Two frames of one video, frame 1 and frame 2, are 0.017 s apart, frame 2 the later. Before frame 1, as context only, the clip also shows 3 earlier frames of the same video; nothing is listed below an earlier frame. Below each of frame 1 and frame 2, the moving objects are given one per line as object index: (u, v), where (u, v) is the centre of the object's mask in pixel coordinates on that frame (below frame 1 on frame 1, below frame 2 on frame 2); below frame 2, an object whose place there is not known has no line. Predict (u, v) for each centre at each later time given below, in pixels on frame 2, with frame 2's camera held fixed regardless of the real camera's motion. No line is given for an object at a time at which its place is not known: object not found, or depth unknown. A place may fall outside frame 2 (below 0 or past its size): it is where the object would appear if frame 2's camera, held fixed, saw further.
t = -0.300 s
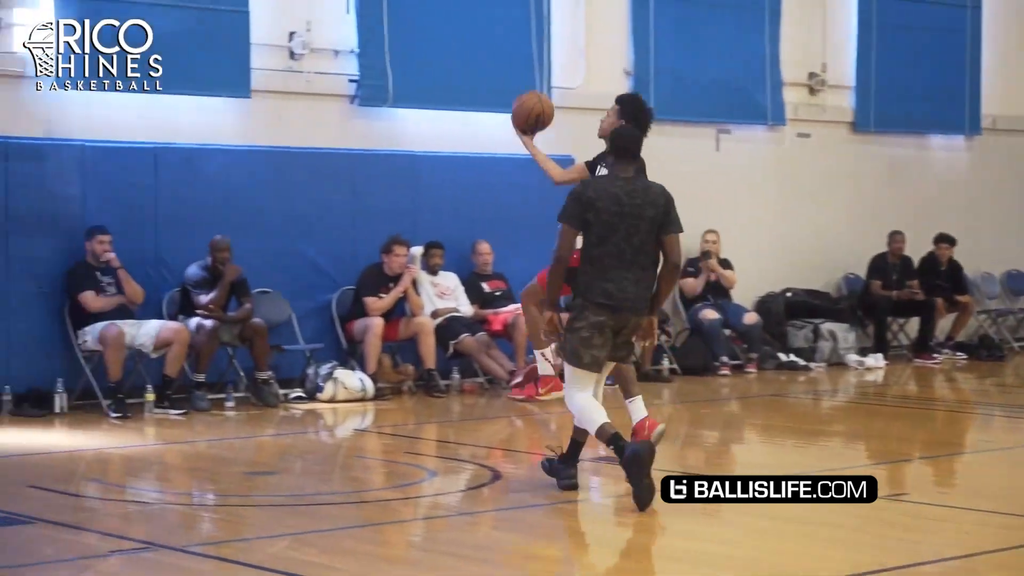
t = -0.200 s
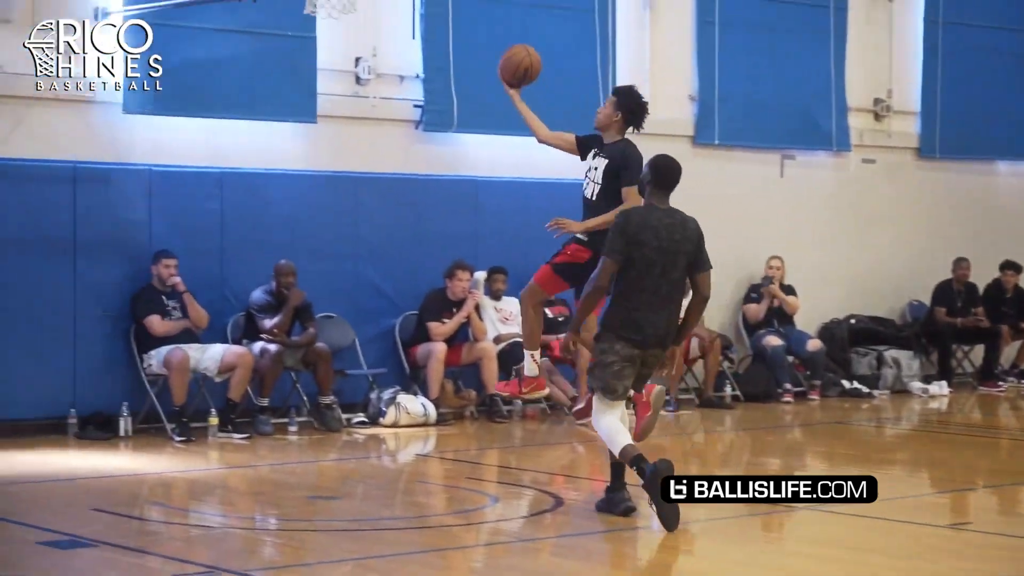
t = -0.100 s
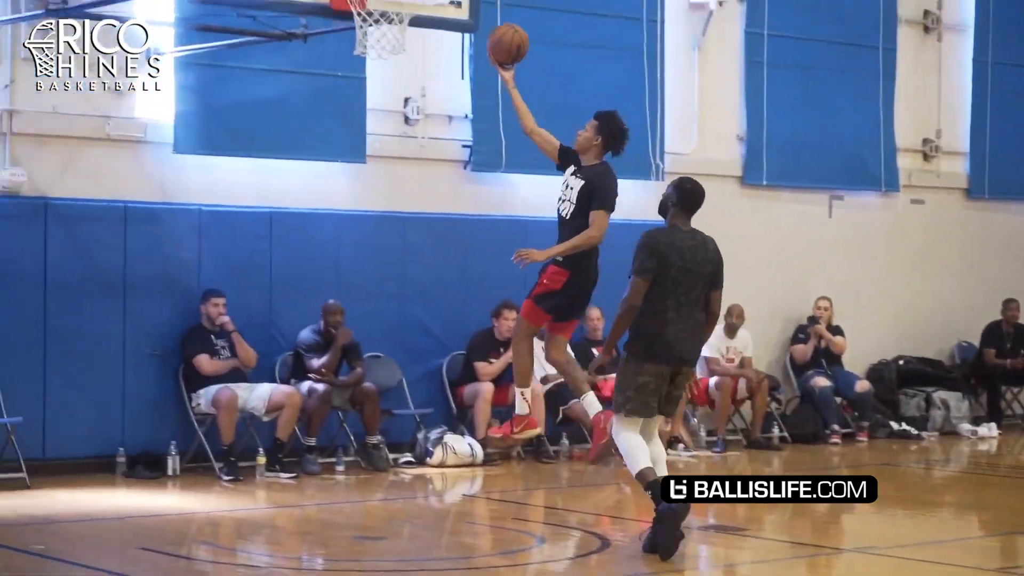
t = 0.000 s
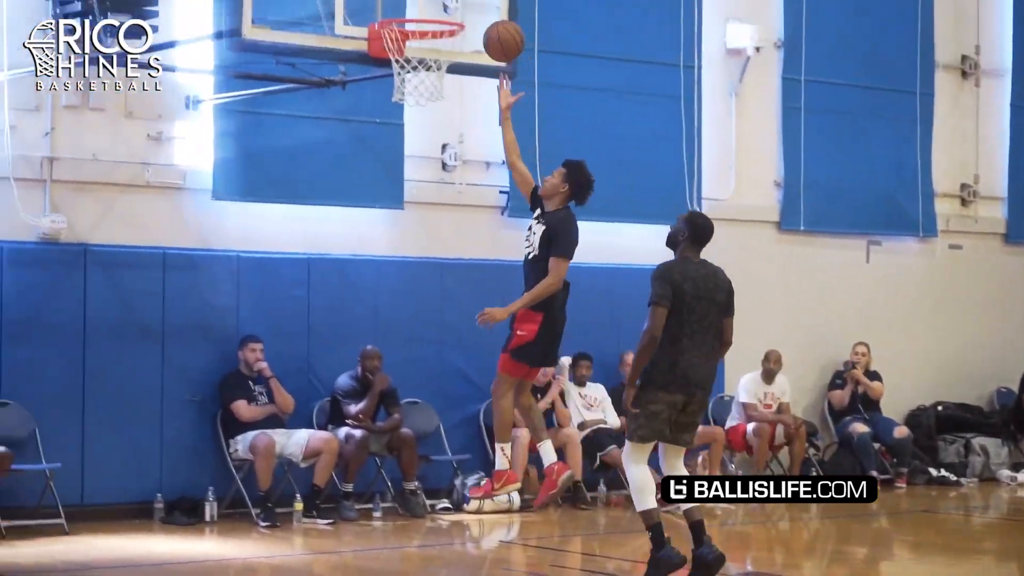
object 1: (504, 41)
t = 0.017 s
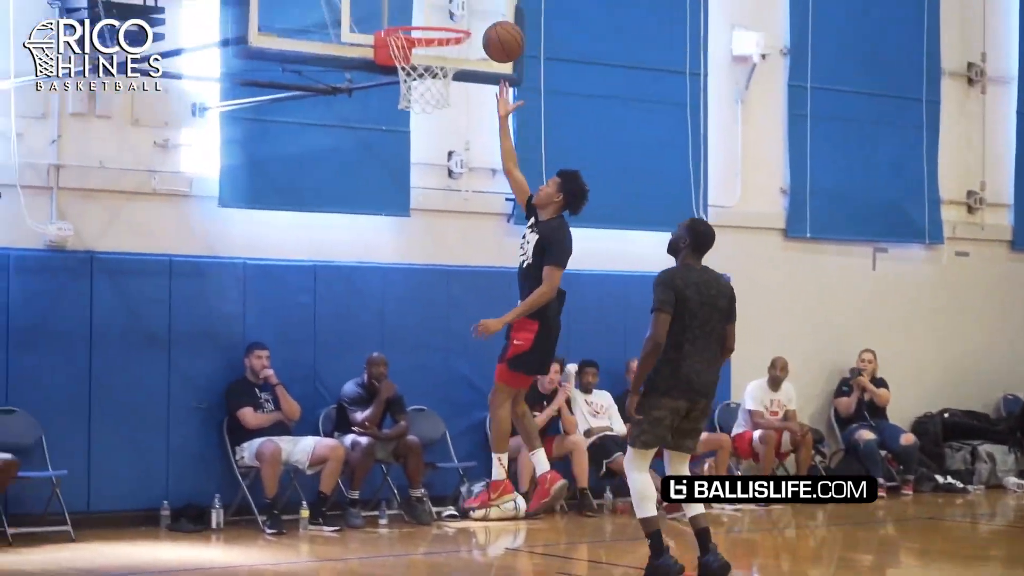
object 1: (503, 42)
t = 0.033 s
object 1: (496, 35)
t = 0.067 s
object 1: (483, 23)
